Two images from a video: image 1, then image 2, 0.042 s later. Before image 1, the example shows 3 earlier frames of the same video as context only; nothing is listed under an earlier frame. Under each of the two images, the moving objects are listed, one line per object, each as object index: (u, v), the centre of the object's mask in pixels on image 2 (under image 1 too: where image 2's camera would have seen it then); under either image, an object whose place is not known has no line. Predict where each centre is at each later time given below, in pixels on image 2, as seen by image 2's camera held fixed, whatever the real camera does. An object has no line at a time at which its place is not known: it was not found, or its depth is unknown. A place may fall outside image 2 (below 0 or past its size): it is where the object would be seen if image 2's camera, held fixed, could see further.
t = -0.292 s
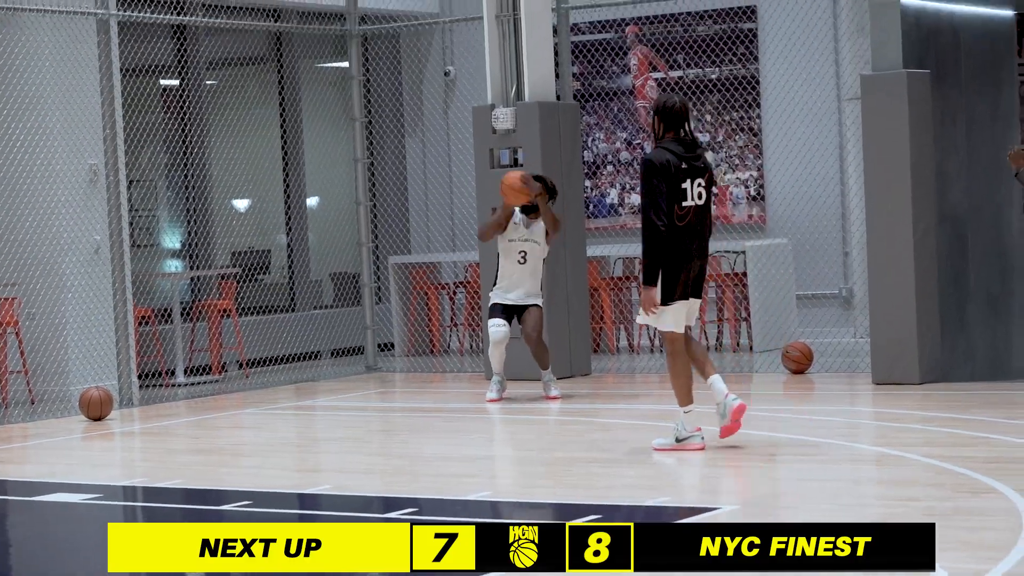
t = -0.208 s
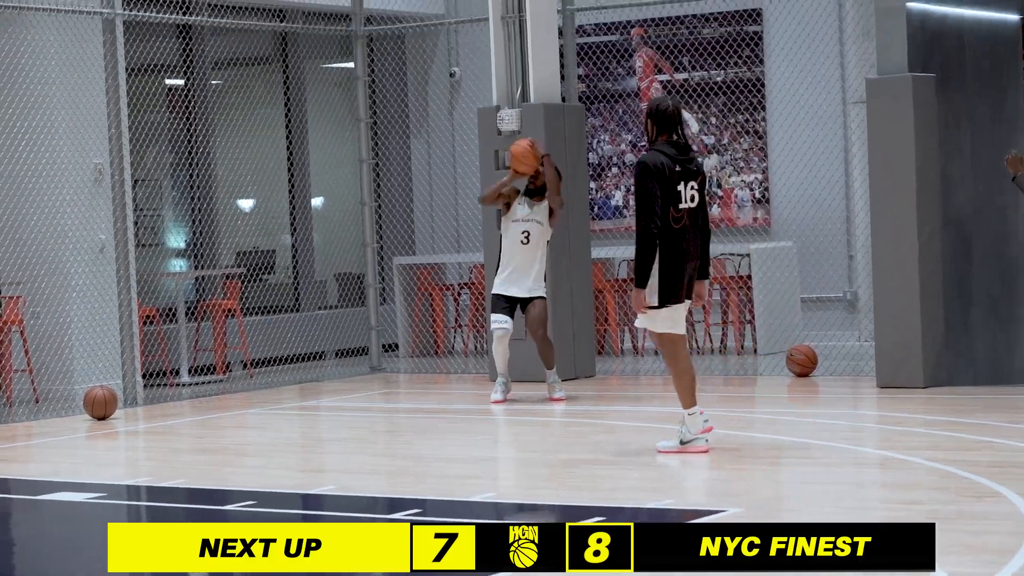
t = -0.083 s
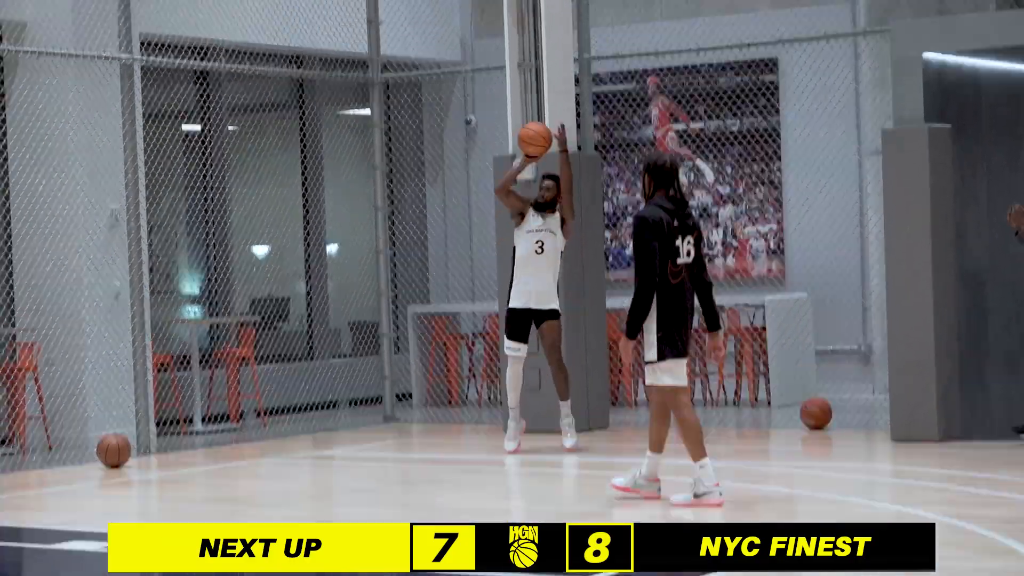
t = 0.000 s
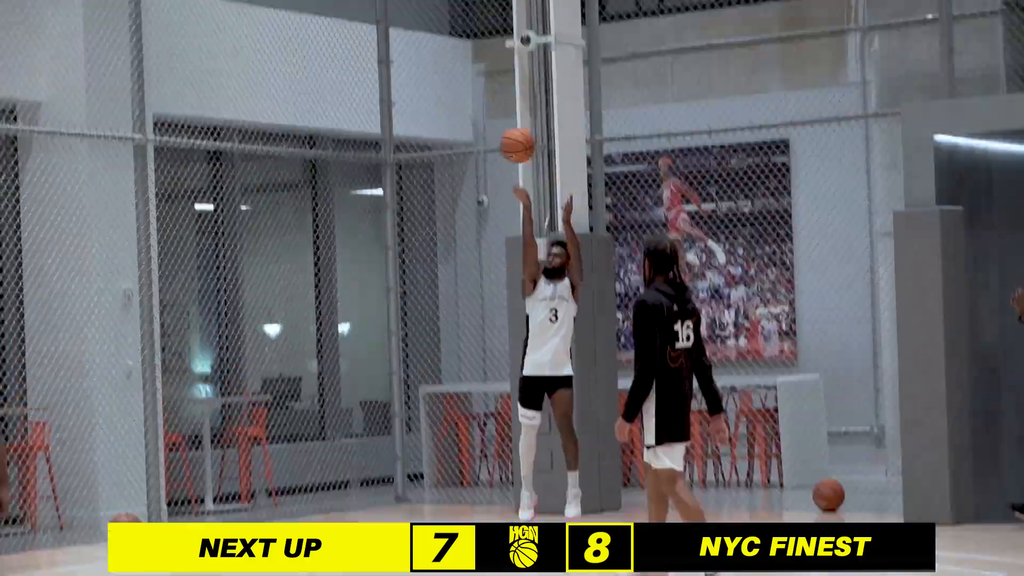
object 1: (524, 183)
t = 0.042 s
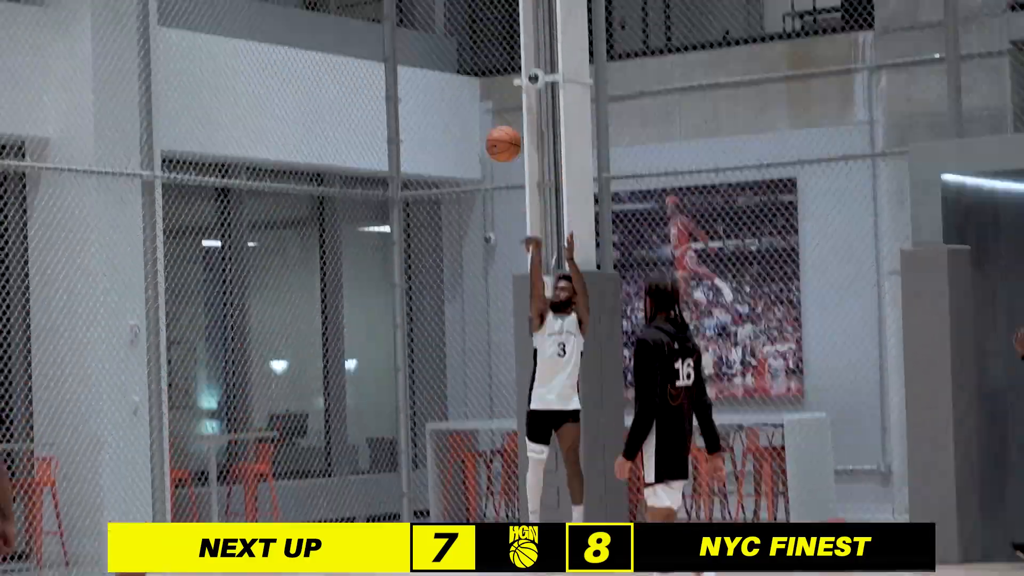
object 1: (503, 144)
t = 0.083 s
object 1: (481, 106)
